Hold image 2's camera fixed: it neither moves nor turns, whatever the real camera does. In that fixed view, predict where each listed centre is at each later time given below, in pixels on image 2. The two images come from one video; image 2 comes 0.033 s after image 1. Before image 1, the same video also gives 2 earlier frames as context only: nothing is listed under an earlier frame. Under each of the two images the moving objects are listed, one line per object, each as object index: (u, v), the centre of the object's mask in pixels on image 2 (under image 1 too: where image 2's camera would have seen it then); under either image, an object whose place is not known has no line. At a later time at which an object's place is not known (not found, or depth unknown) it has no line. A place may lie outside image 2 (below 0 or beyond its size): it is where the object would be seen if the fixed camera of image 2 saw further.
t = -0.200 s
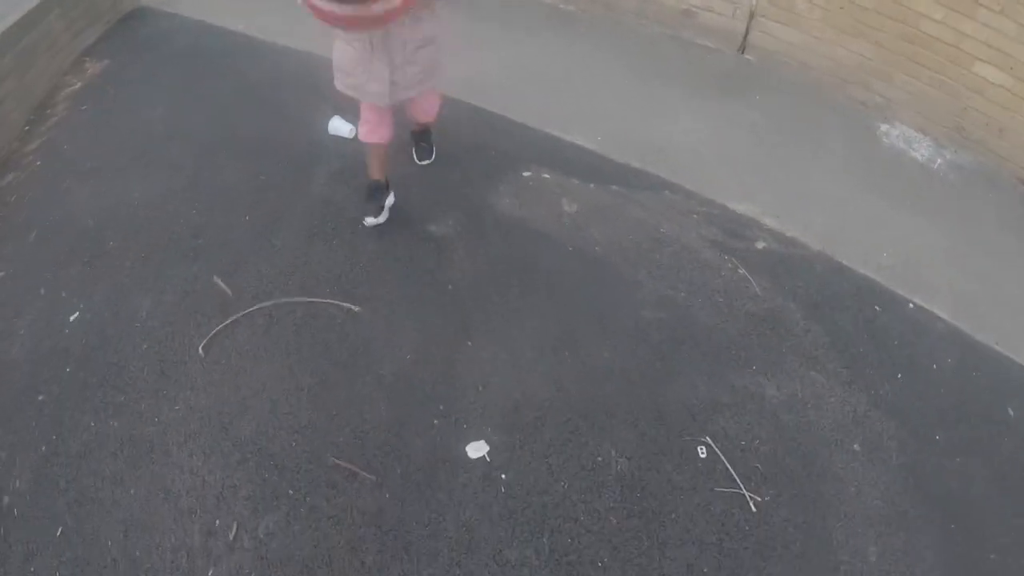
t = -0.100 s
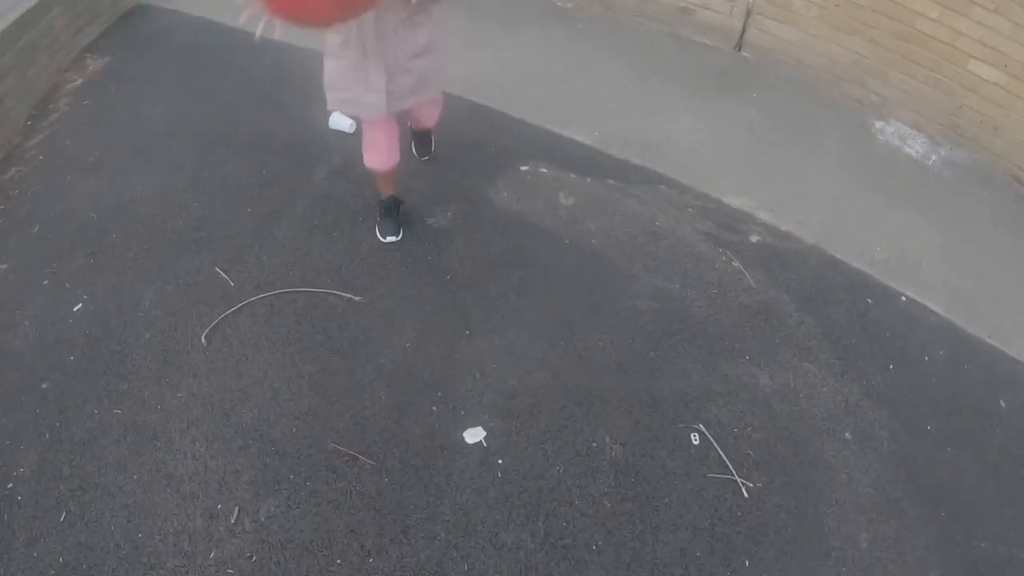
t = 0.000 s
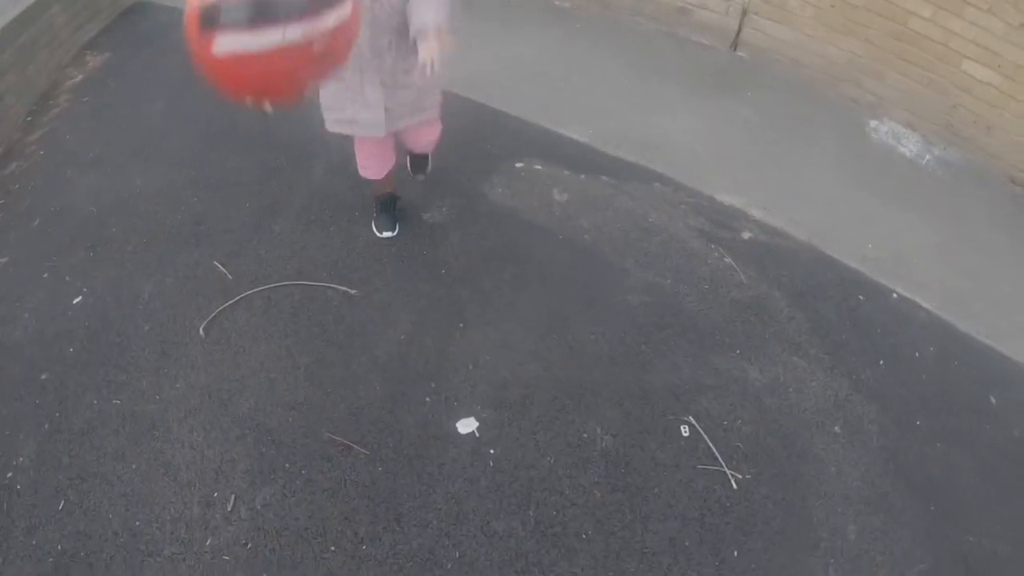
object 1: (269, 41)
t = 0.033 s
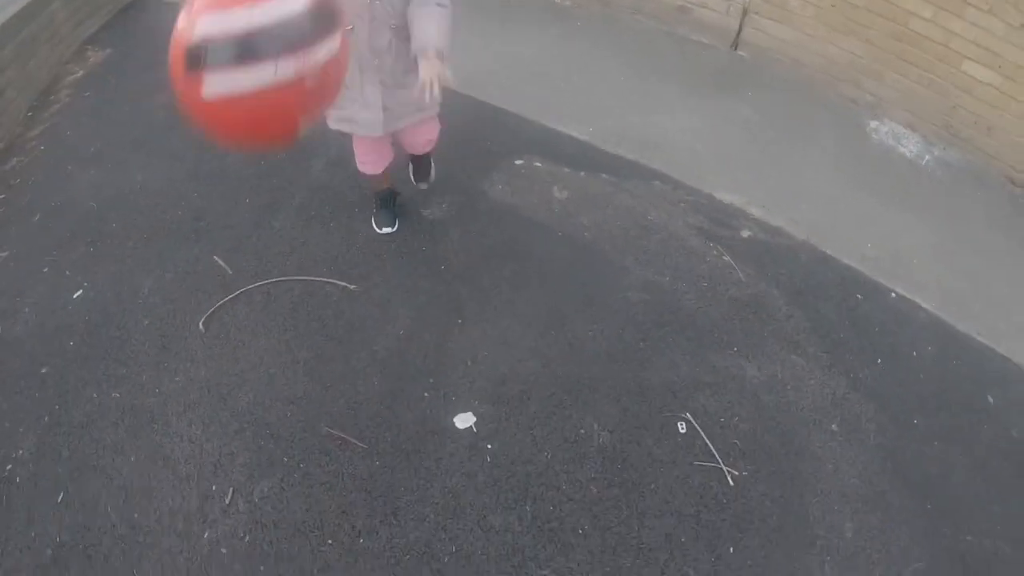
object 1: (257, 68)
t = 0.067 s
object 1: (245, 109)
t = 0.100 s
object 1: (236, 171)
